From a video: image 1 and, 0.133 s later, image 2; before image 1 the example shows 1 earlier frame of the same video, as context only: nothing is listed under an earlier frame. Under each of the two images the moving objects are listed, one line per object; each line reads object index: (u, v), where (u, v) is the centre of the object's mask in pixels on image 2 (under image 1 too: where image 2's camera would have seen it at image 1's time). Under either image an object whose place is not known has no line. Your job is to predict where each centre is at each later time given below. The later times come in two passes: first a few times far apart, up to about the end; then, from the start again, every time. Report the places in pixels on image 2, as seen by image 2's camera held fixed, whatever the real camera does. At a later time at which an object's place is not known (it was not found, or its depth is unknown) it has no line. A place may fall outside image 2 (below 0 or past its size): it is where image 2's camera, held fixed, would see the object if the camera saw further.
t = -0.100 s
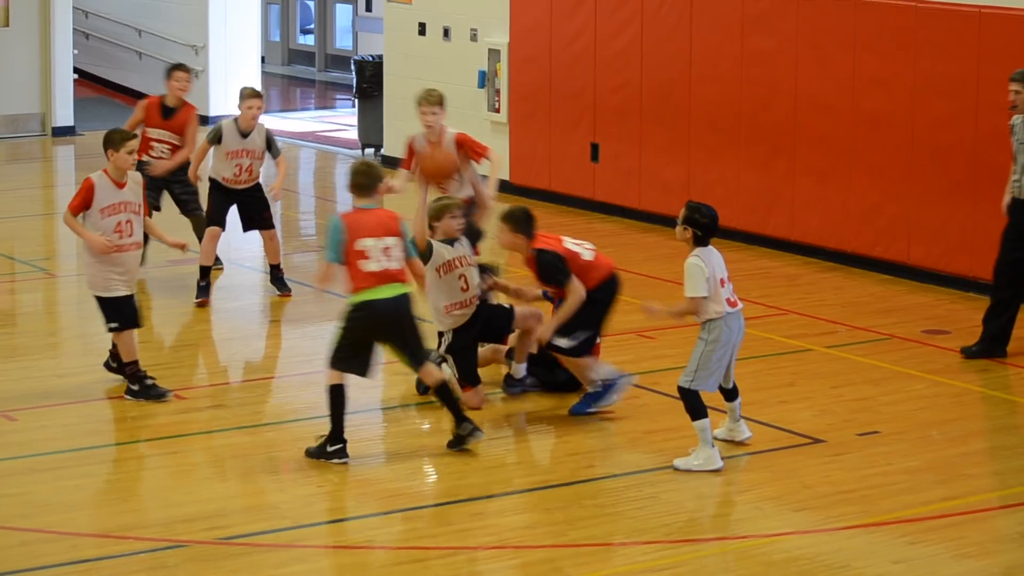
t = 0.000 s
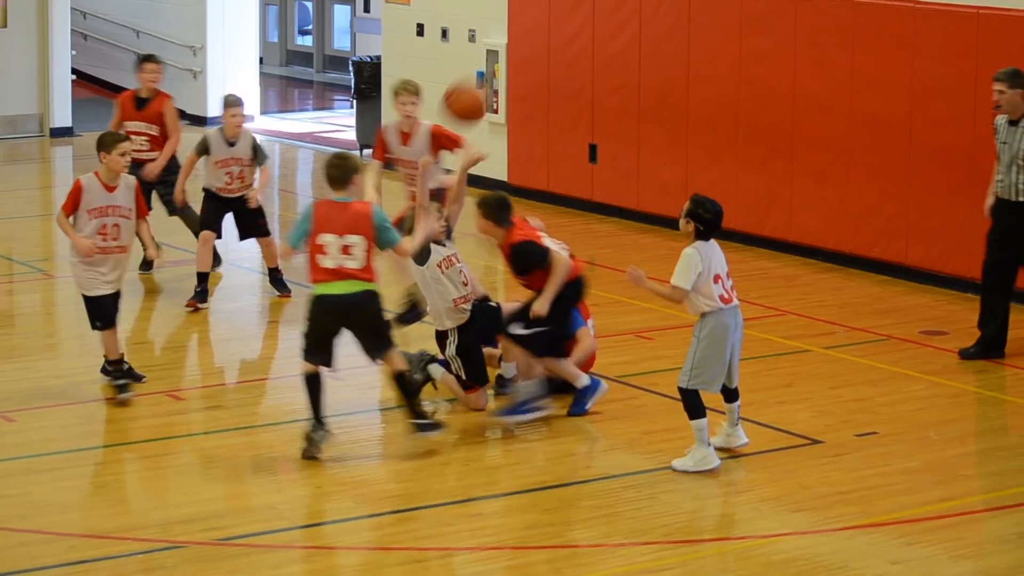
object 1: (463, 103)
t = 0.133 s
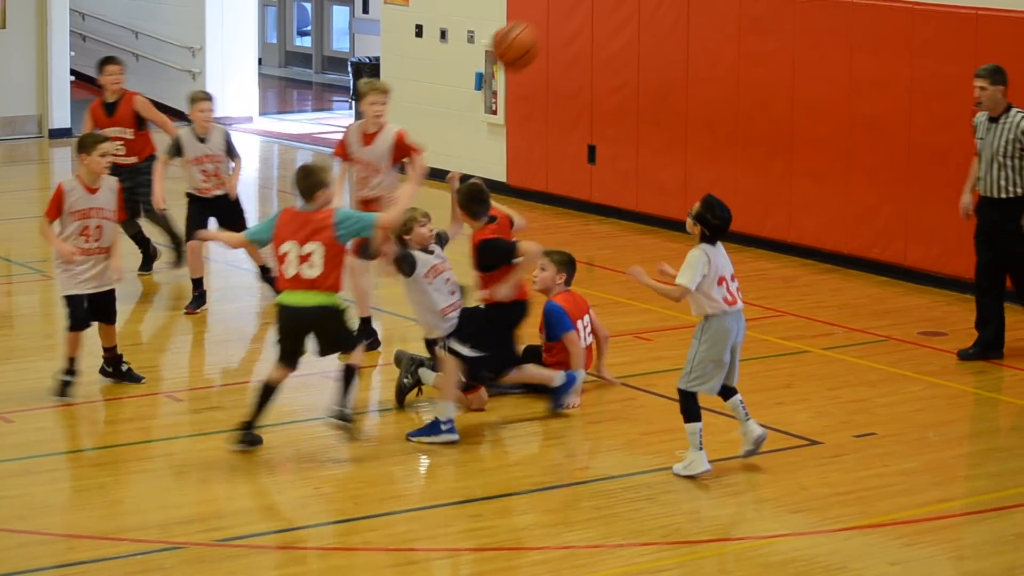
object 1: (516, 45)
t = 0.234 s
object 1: (551, 25)
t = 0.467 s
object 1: (643, 51)
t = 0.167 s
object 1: (527, 36)
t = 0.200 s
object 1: (538, 29)
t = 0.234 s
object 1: (551, 25)
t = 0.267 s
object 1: (564, 22)
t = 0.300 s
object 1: (577, 22)
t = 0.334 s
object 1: (591, 23)
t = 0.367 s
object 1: (603, 26)
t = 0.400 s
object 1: (617, 33)
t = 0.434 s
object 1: (630, 41)
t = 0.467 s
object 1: (643, 51)
